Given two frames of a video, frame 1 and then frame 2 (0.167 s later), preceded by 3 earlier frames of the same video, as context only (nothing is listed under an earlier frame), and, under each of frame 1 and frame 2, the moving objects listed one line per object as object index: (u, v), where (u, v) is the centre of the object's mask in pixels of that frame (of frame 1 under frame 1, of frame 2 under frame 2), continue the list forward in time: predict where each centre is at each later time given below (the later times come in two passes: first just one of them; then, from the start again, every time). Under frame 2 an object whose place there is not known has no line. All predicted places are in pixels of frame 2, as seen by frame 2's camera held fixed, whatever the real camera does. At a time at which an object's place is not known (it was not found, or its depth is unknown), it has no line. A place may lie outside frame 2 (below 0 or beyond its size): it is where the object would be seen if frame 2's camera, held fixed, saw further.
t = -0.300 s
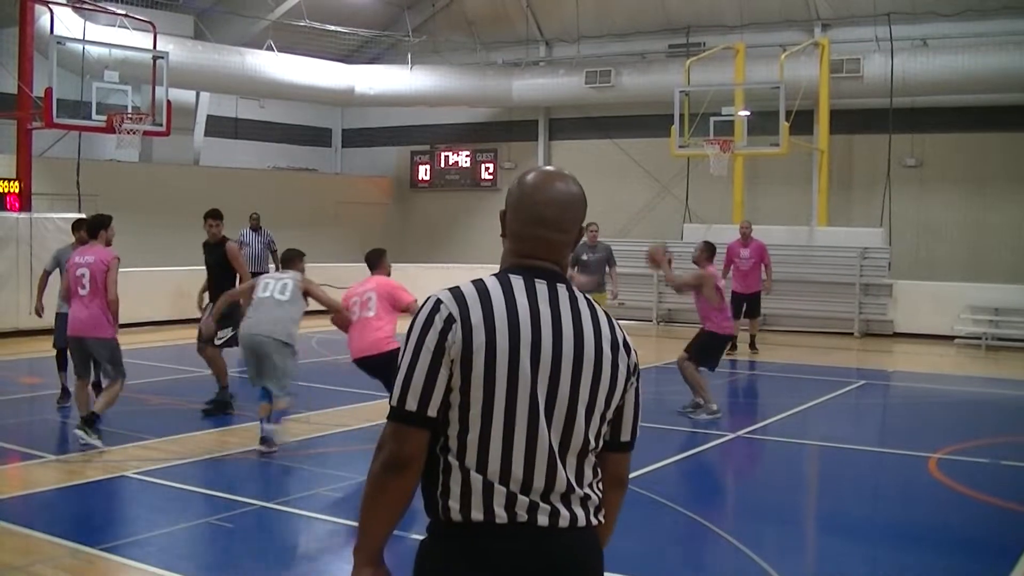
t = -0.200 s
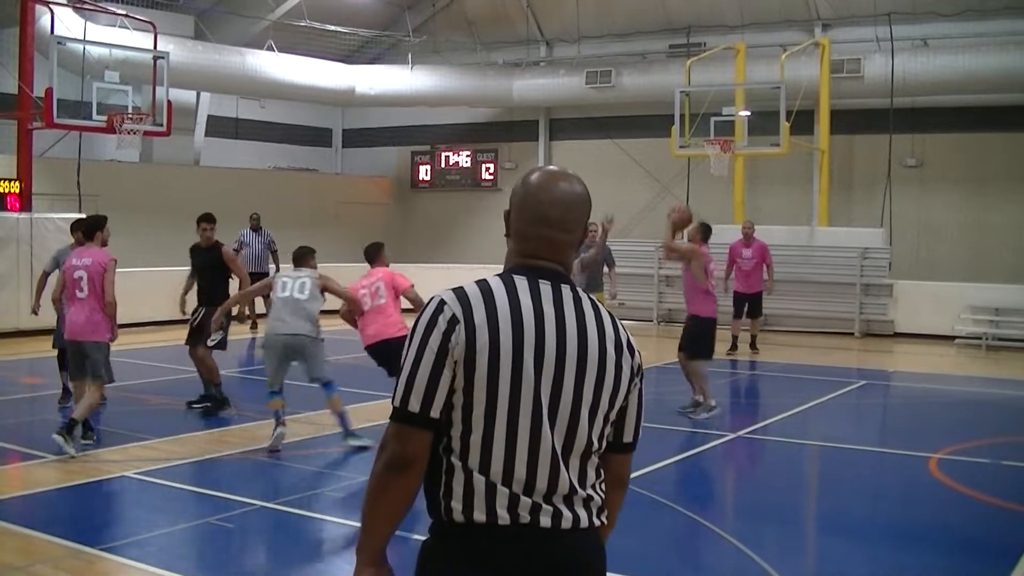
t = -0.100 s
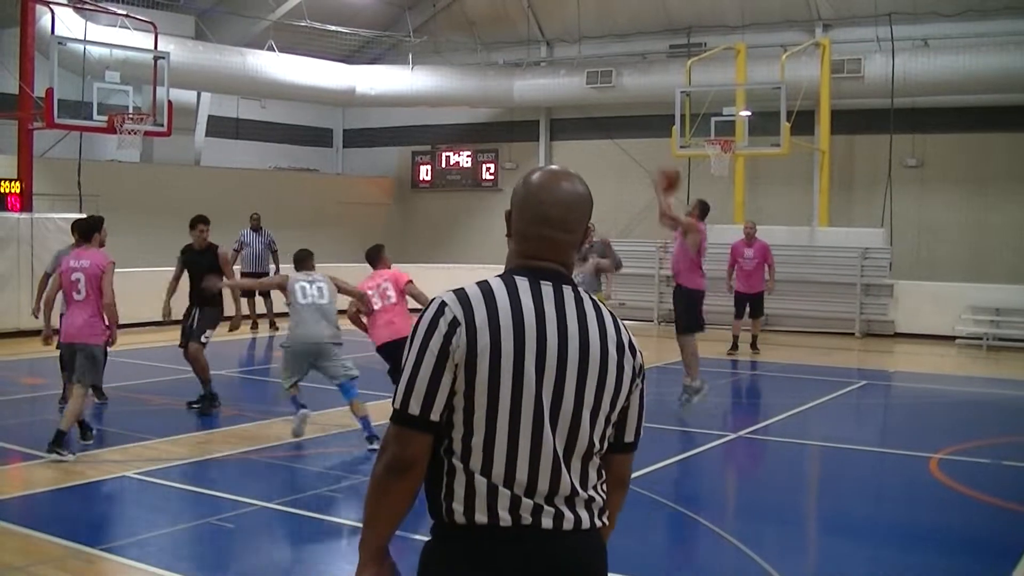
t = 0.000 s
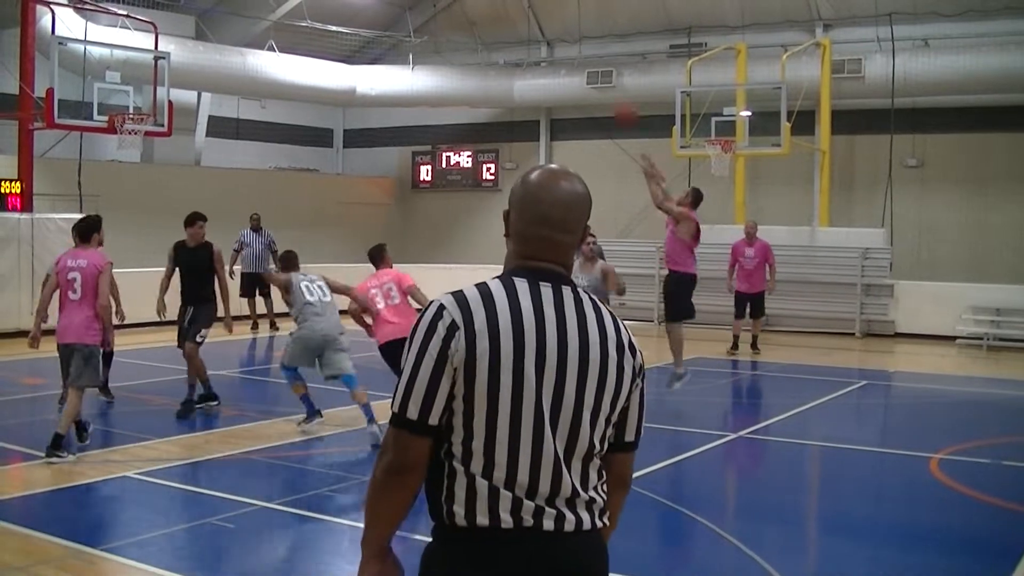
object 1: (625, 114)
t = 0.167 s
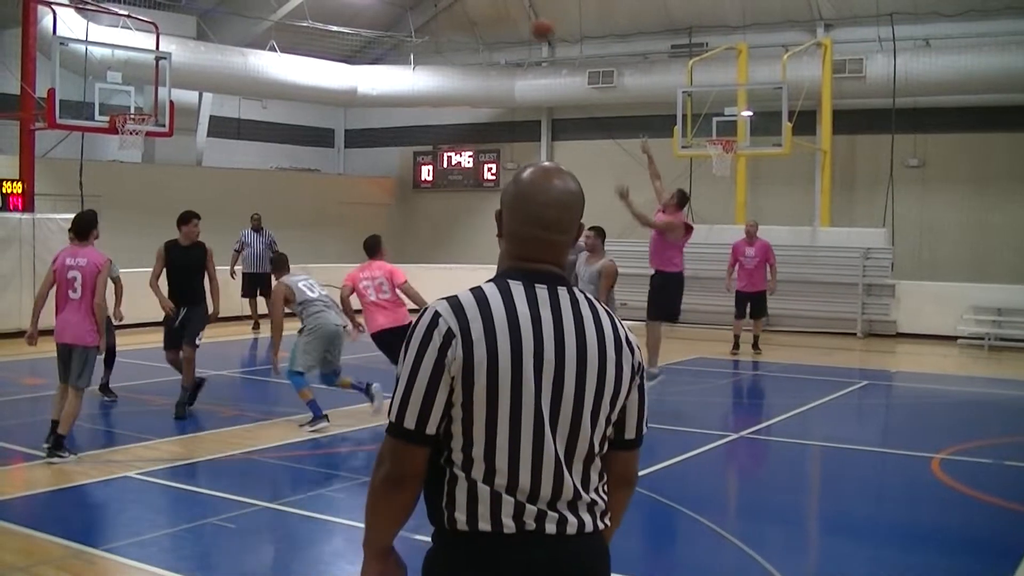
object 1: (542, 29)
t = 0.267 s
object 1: (497, 1)
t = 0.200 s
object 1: (526, 17)
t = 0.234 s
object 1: (511, 7)
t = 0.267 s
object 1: (497, 1)
